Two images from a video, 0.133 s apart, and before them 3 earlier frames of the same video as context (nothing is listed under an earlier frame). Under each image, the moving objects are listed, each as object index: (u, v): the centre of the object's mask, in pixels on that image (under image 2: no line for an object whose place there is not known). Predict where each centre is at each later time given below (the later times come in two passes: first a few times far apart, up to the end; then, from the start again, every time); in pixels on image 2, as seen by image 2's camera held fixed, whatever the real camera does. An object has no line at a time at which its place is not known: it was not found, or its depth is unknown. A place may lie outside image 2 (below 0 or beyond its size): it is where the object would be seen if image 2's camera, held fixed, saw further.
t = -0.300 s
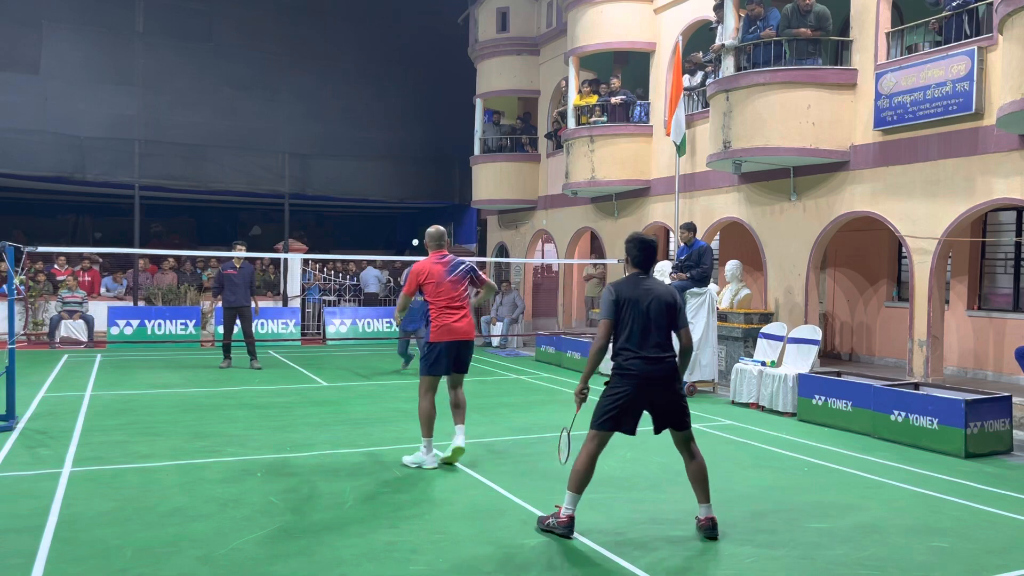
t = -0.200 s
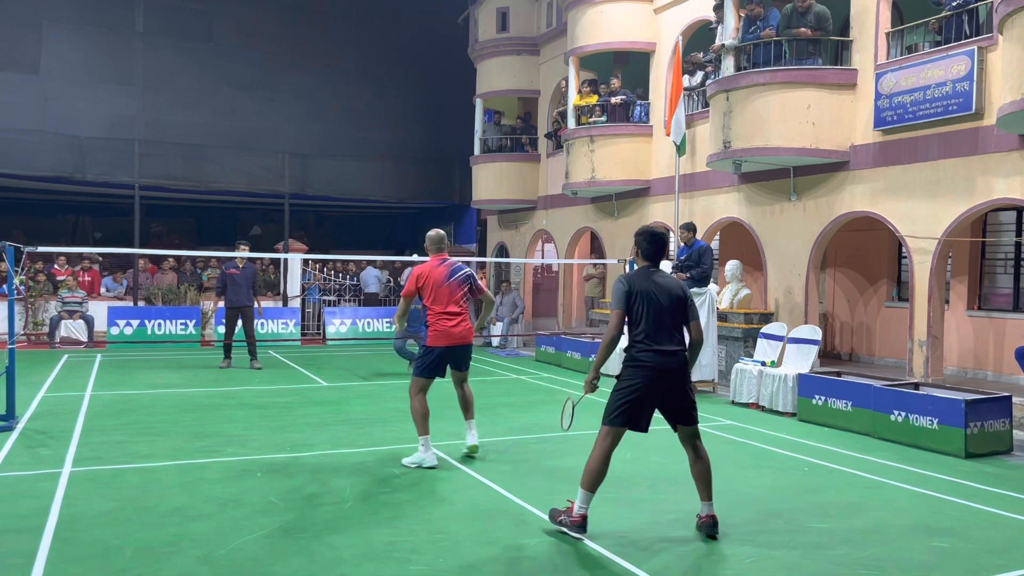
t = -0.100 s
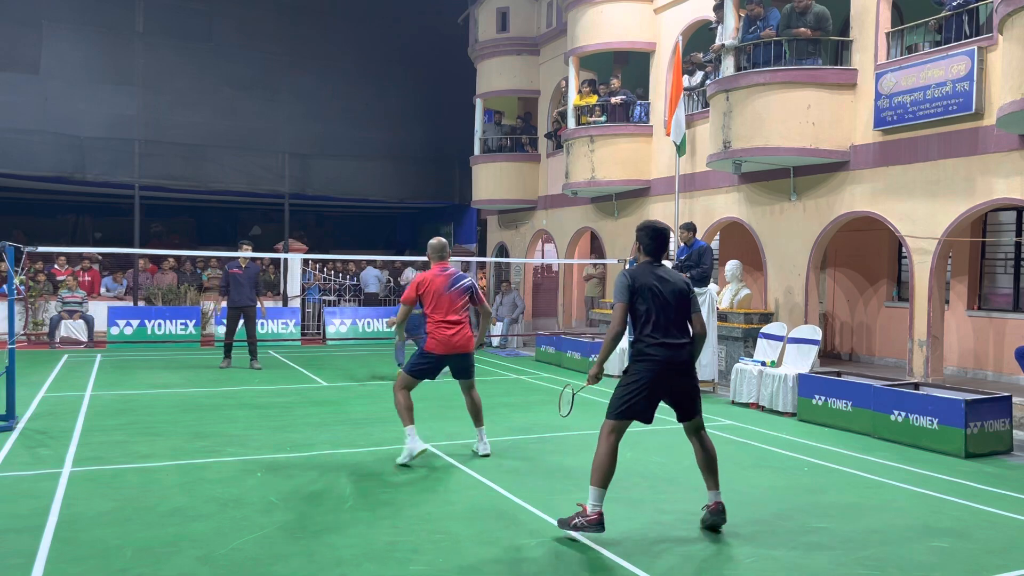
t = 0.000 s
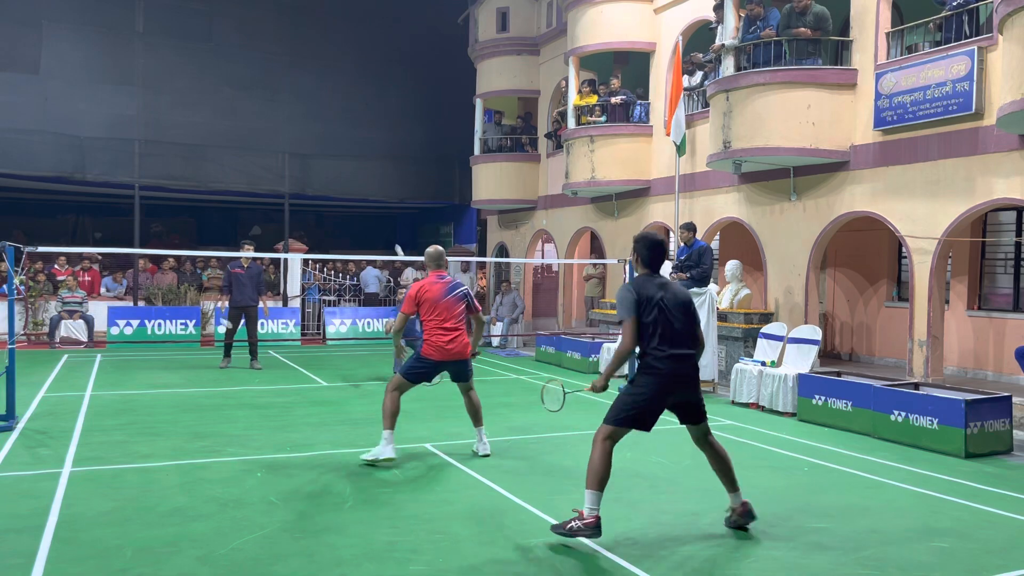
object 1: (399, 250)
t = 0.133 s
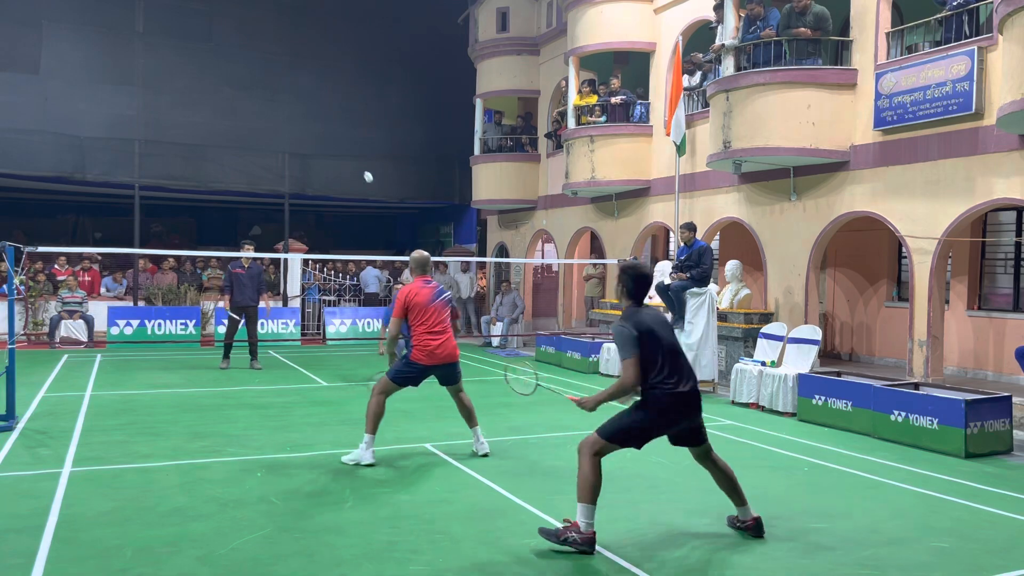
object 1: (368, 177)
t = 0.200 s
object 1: (353, 148)
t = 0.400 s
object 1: (305, 87)
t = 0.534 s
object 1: (269, 74)
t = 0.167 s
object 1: (360, 162)
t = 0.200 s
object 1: (353, 148)
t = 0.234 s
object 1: (345, 135)
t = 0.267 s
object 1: (337, 123)
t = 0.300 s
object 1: (330, 111)
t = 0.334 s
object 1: (322, 102)
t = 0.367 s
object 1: (314, 93)
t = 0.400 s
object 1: (305, 87)
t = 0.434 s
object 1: (297, 81)
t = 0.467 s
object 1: (288, 77)
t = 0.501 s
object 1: (279, 74)
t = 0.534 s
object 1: (269, 74)
